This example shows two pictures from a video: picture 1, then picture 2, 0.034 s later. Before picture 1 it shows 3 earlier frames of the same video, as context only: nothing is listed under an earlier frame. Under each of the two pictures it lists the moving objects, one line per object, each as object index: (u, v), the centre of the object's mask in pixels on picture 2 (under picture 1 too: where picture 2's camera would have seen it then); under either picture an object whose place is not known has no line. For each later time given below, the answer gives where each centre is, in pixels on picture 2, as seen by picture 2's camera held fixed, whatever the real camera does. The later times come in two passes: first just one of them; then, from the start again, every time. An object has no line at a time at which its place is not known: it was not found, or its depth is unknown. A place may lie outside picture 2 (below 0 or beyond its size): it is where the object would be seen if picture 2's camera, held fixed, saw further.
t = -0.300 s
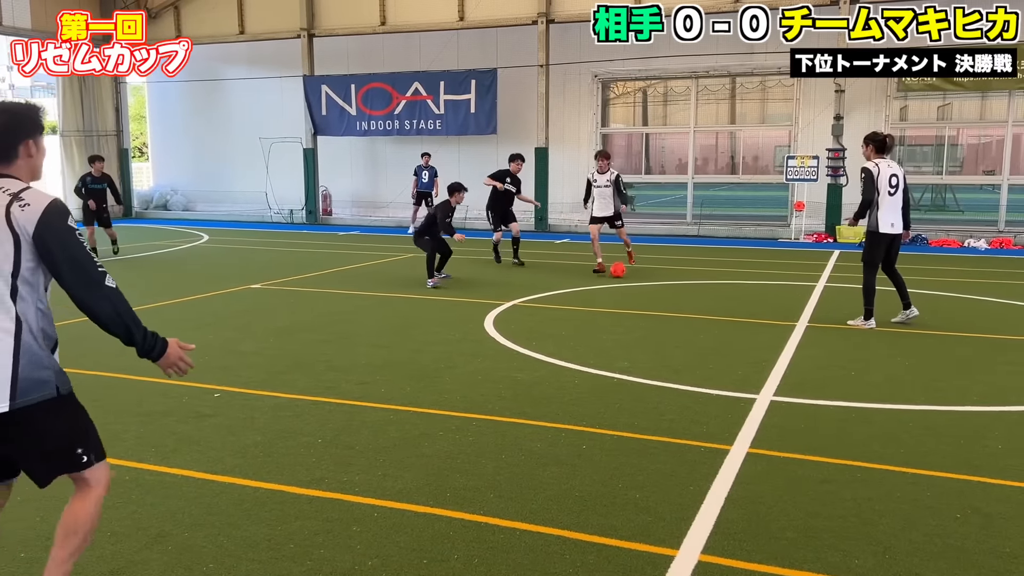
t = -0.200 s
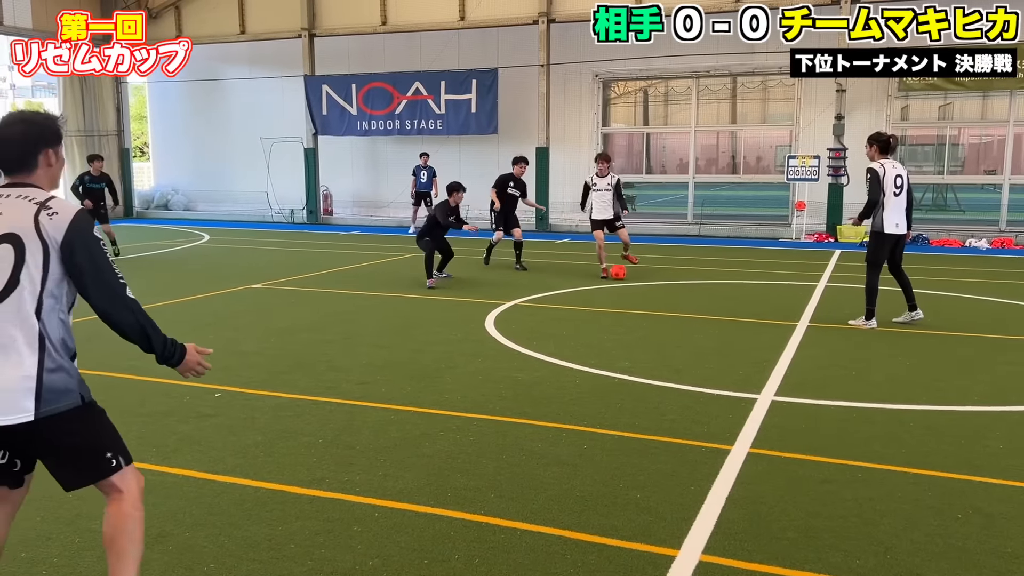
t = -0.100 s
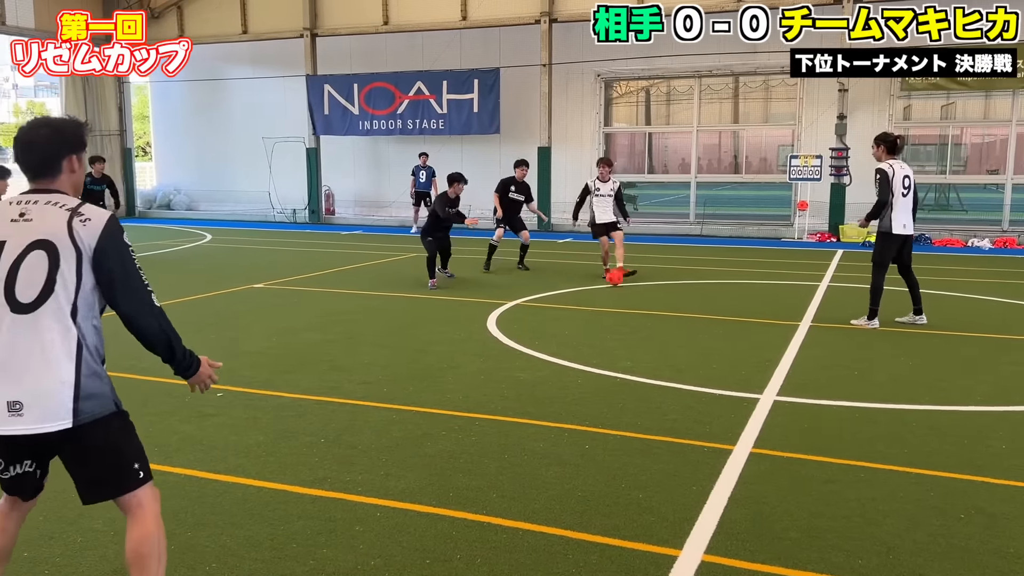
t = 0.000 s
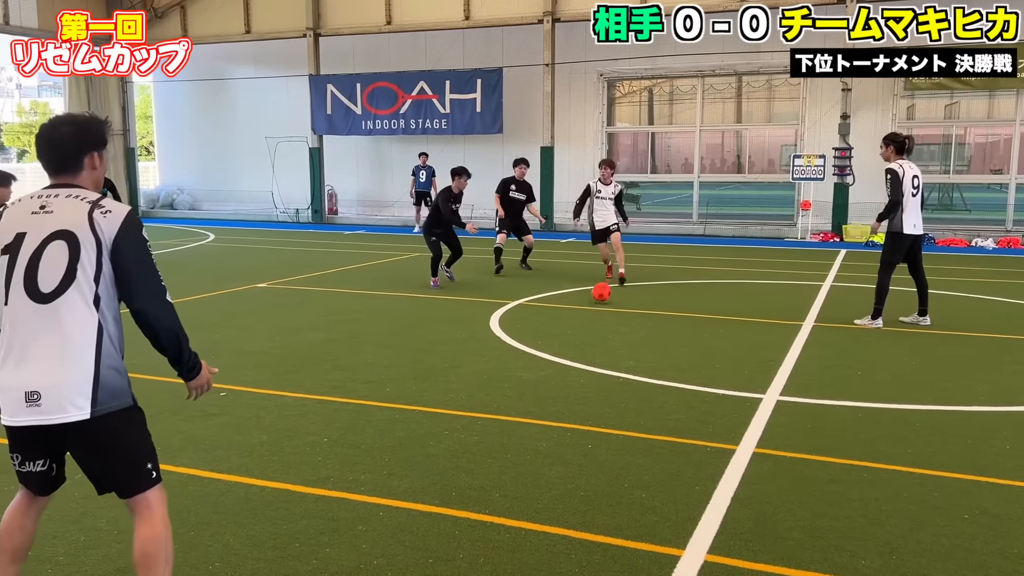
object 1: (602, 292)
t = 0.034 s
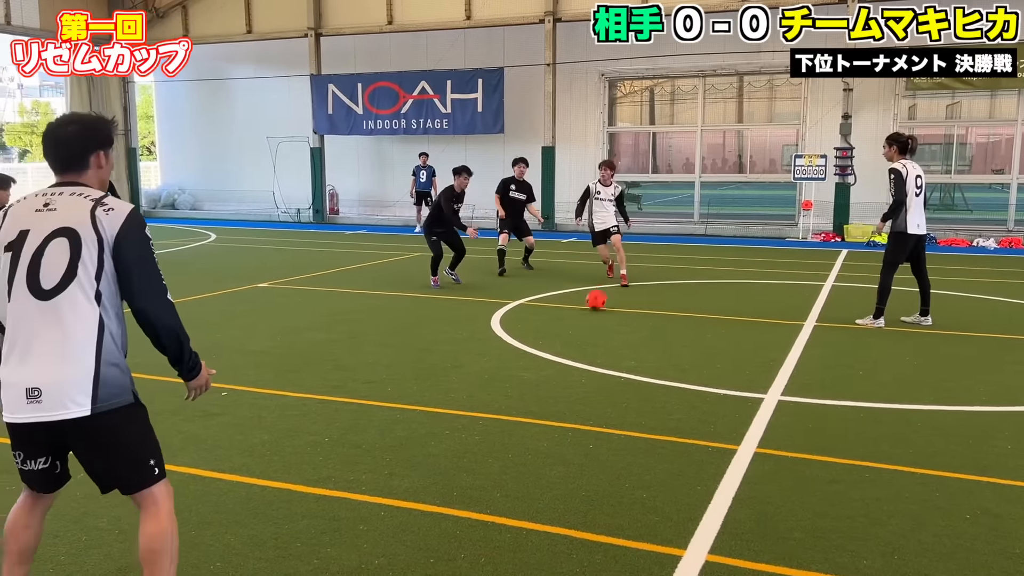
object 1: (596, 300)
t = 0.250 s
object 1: (539, 352)
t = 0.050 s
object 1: (593, 304)
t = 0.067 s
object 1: (589, 307)
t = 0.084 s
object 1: (585, 310)
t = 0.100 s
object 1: (582, 313)
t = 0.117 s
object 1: (578, 316)
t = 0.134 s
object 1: (574, 321)
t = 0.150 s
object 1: (569, 325)
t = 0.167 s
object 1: (565, 329)
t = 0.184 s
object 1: (560, 332)
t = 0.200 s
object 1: (555, 336)
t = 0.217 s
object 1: (550, 341)
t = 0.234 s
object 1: (545, 346)
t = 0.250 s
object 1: (539, 352)
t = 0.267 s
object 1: (533, 356)
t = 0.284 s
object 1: (527, 362)
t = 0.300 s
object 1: (521, 367)
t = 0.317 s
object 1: (514, 372)
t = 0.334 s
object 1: (508, 378)
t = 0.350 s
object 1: (500, 385)
